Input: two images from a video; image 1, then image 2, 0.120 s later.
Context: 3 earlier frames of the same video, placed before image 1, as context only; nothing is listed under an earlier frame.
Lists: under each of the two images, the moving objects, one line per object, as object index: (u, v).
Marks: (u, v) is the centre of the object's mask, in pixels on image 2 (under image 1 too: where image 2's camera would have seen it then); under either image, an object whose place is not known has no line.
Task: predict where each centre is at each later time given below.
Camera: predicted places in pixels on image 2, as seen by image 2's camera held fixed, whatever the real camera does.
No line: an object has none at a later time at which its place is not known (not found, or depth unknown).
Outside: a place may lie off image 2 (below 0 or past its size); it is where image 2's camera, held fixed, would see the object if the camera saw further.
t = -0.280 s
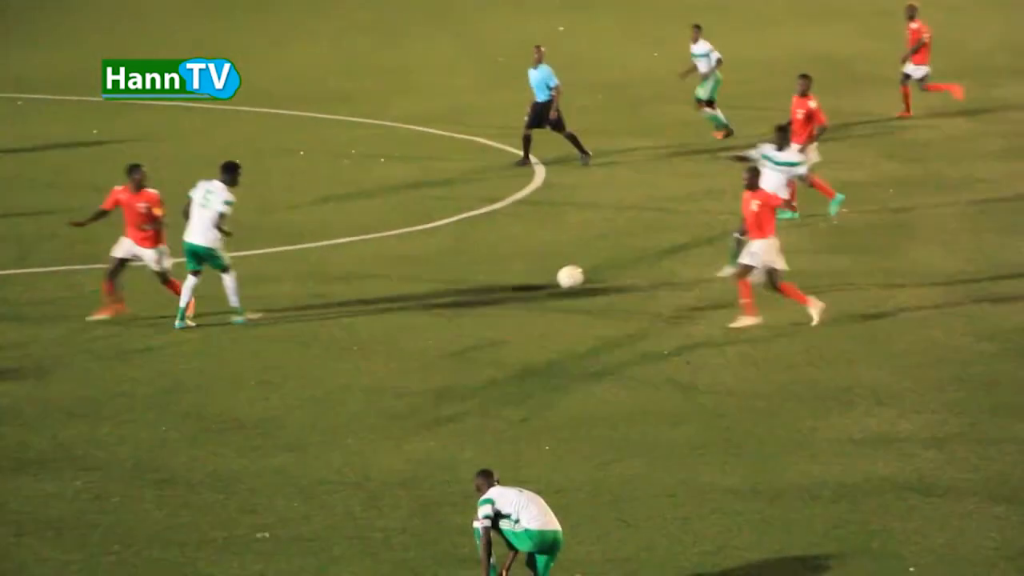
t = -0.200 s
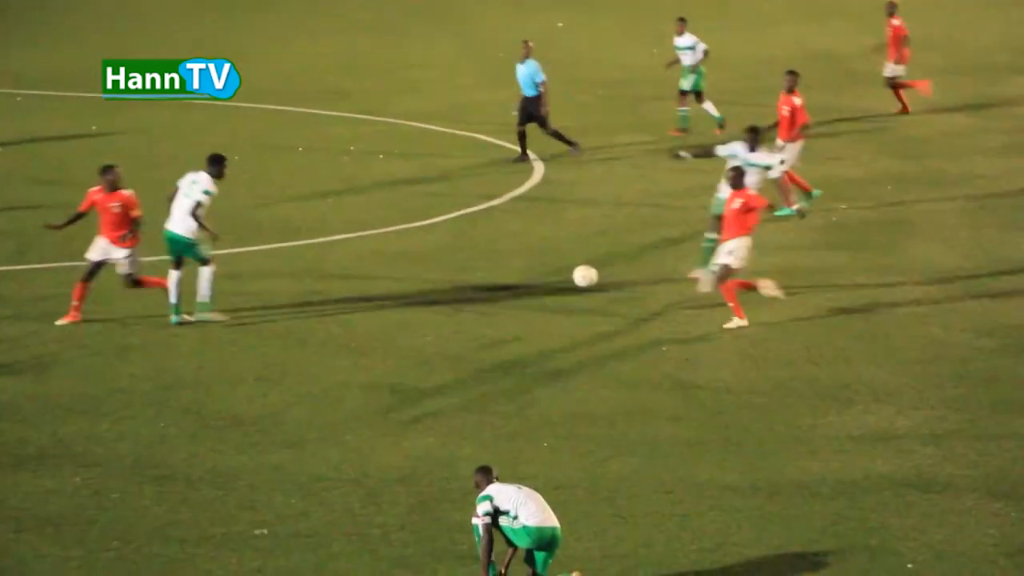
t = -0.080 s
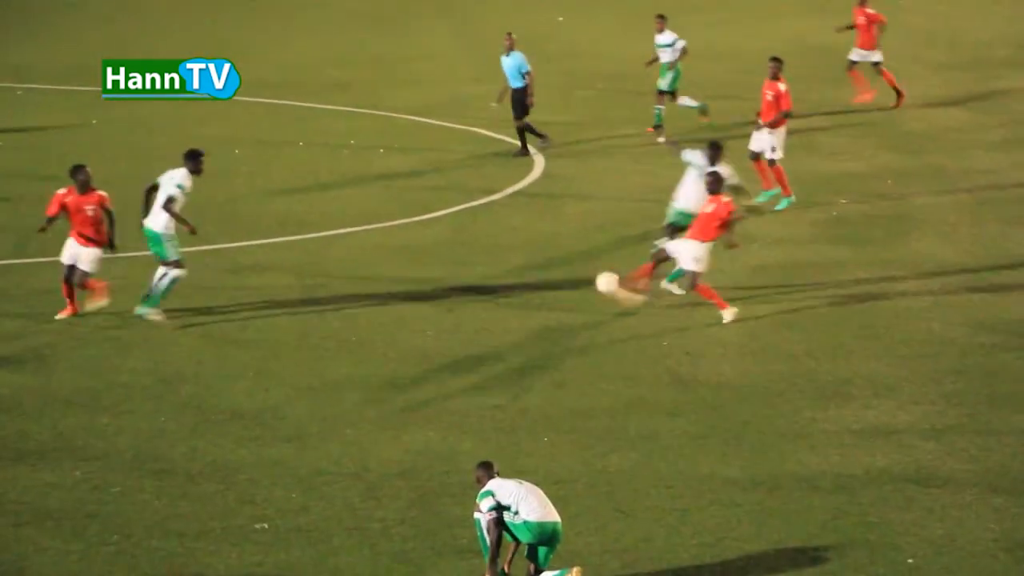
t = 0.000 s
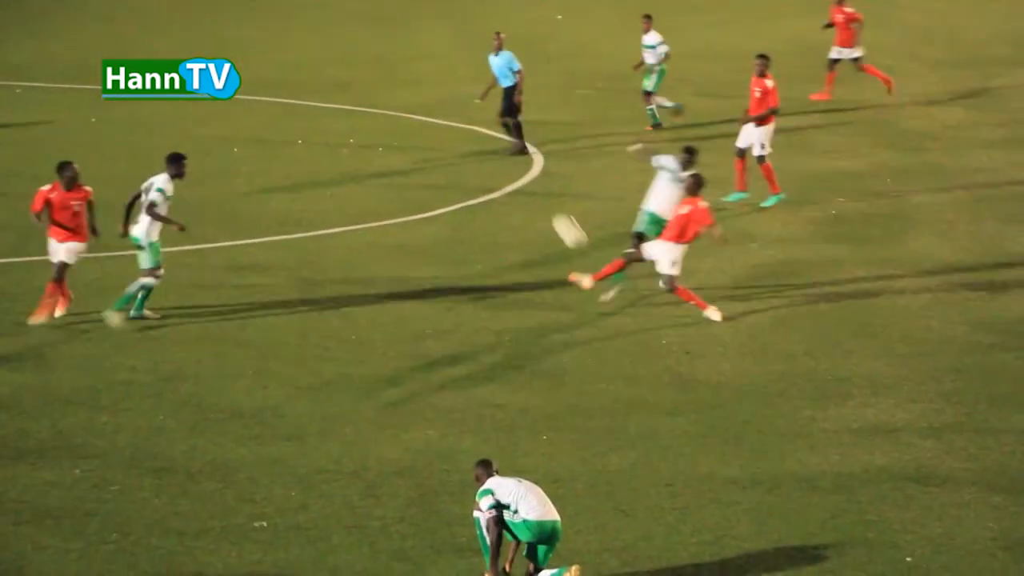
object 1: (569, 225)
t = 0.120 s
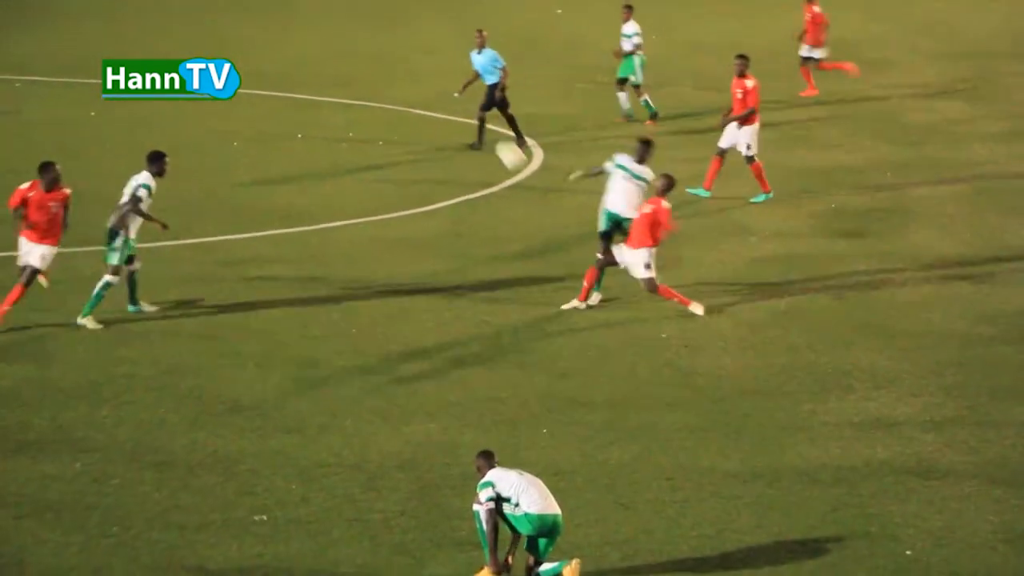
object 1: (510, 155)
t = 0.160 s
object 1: (496, 137)
